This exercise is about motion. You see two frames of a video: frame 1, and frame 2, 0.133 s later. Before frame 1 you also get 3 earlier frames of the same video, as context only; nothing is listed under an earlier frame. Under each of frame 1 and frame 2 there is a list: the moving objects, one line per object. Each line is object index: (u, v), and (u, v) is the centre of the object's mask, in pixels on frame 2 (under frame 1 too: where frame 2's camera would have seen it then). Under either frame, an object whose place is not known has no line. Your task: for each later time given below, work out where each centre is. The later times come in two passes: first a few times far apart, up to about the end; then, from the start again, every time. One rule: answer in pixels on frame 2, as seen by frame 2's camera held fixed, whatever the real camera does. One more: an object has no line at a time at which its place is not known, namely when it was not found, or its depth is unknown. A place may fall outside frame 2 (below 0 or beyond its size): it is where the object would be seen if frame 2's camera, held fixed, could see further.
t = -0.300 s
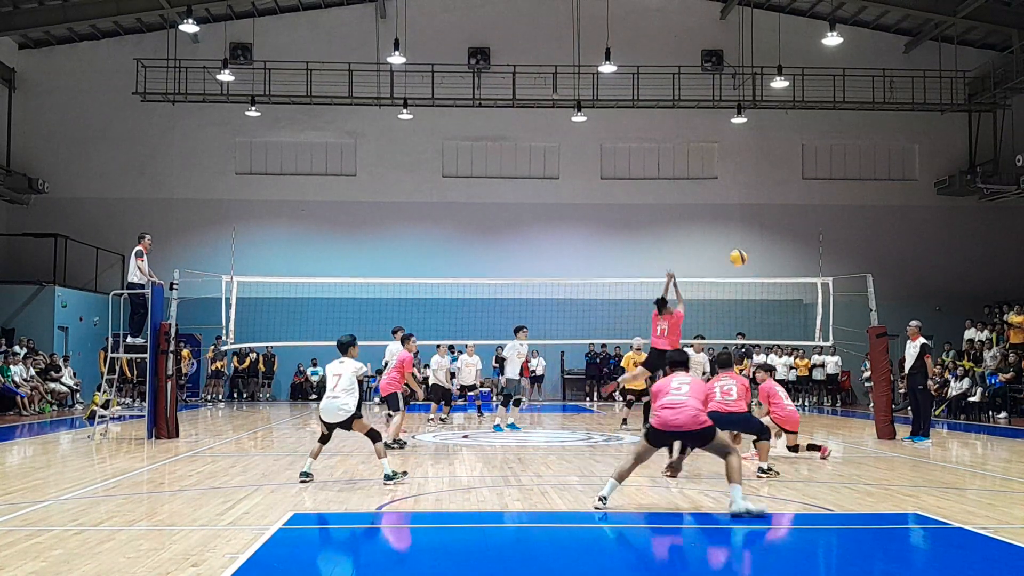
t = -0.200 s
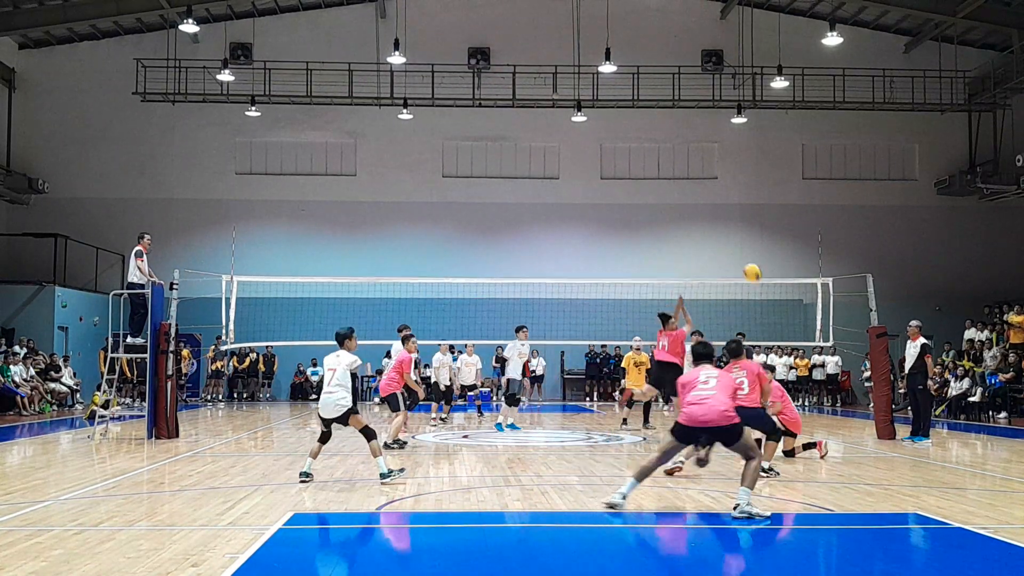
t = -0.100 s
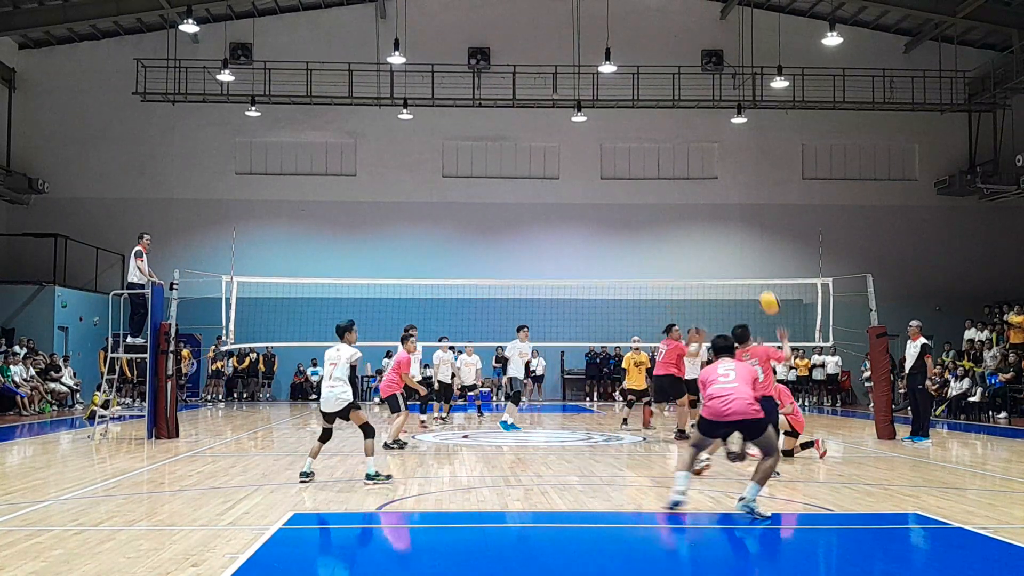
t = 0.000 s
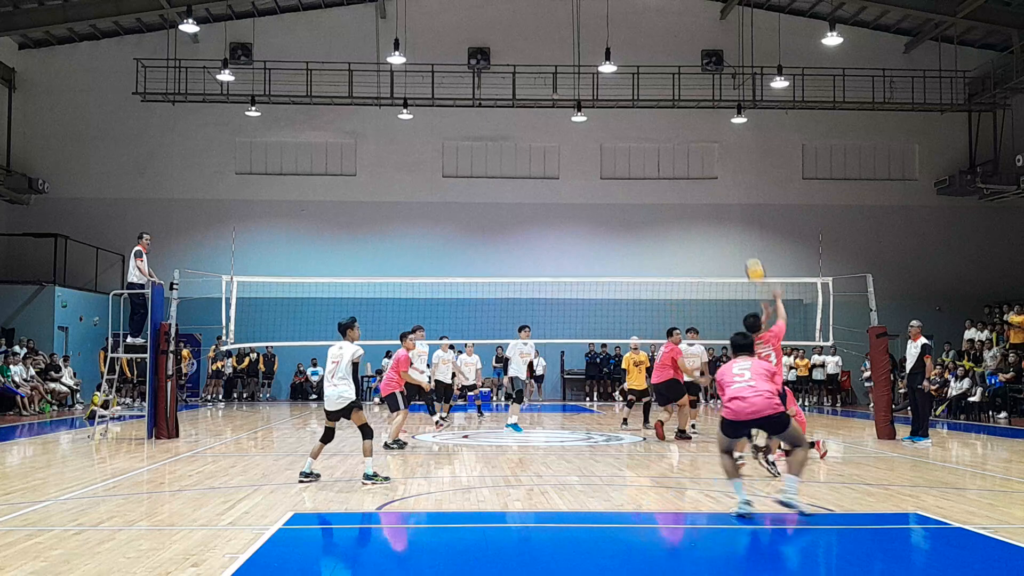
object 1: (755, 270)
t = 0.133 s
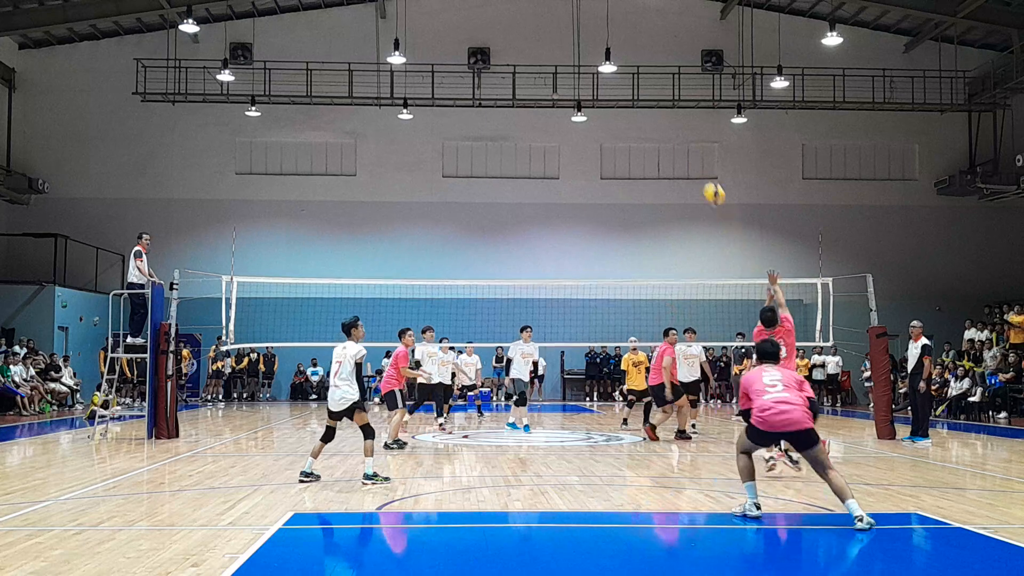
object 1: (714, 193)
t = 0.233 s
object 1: (685, 147)
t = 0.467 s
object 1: (621, 77)
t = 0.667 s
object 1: (570, 56)
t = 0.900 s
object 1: (515, 73)
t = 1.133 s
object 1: (464, 130)
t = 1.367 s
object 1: (417, 227)
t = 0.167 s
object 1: (705, 176)
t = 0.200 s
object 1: (694, 161)
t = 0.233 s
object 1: (685, 147)
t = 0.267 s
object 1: (675, 134)
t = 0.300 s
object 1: (666, 121)
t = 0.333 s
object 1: (657, 111)
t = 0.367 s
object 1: (647, 100)
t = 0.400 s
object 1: (638, 92)
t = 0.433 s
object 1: (630, 84)
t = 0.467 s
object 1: (621, 77)
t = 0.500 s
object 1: (613, 72)
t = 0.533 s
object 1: (603, 66)
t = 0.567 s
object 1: (594, 61)
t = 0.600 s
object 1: (587, 59)
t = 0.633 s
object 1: (579, 57)
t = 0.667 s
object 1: (570, 56)
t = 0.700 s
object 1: (562, 55)
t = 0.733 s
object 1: (554, 55)
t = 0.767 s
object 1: (546, 57)
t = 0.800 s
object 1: (538, 60)
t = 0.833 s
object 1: (531, 63)
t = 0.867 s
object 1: (523, 67)
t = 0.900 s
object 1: (515, 73)
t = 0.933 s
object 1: (508, 78)
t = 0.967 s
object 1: (500, 85)
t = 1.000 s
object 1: (493, 93)
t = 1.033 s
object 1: (486, 101)
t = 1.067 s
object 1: (478, 110)
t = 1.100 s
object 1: (471, 119)
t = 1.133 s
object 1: (464, 130)
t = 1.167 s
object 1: (457, 142)
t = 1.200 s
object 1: (450, 155)
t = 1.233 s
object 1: (443, 167)
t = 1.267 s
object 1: (436, 182)
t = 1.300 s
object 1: (430, 196)
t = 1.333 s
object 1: (423, 211)
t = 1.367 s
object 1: (417, 227)
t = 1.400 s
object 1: (410, 243)
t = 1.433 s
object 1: (403, 260)
